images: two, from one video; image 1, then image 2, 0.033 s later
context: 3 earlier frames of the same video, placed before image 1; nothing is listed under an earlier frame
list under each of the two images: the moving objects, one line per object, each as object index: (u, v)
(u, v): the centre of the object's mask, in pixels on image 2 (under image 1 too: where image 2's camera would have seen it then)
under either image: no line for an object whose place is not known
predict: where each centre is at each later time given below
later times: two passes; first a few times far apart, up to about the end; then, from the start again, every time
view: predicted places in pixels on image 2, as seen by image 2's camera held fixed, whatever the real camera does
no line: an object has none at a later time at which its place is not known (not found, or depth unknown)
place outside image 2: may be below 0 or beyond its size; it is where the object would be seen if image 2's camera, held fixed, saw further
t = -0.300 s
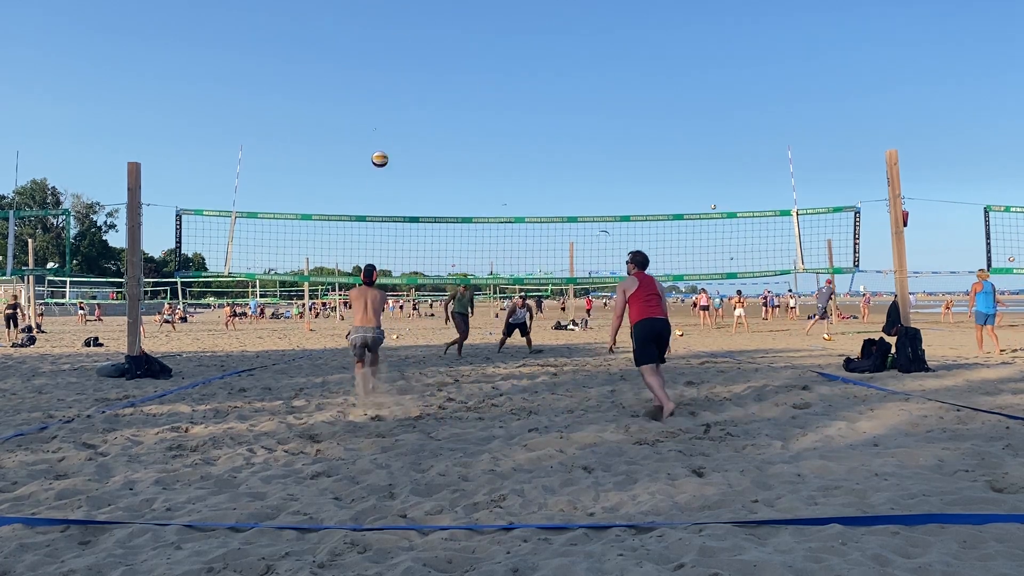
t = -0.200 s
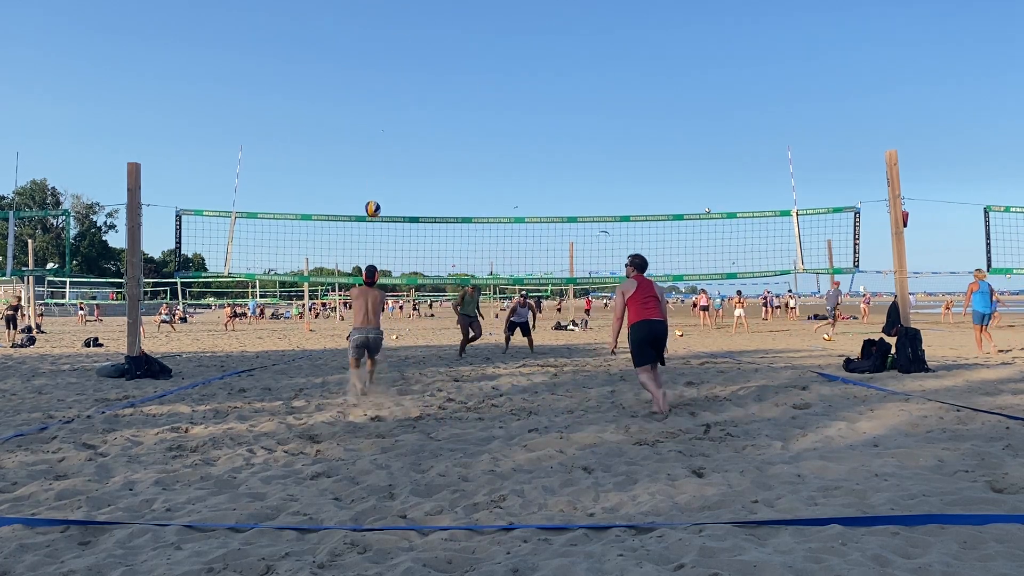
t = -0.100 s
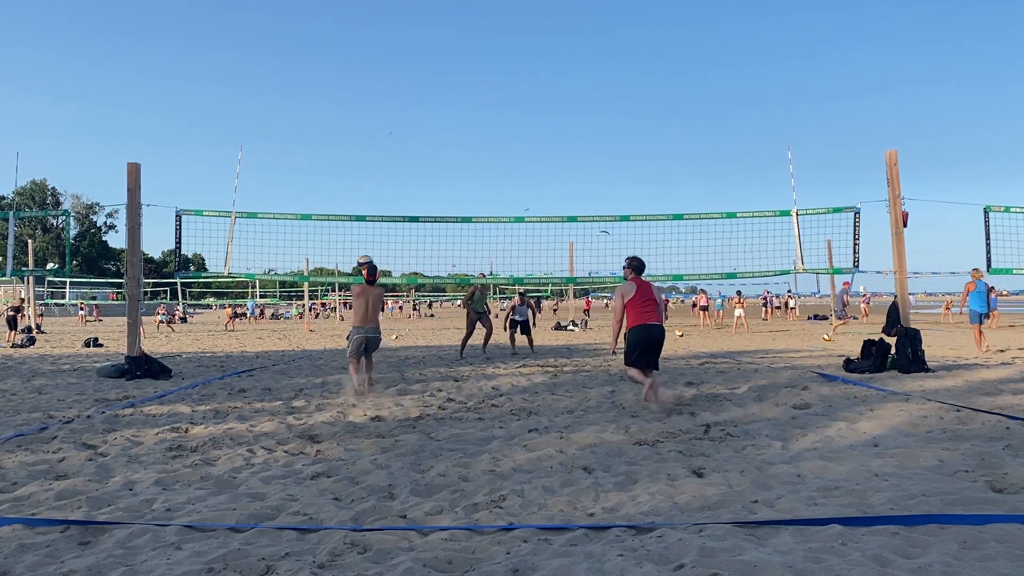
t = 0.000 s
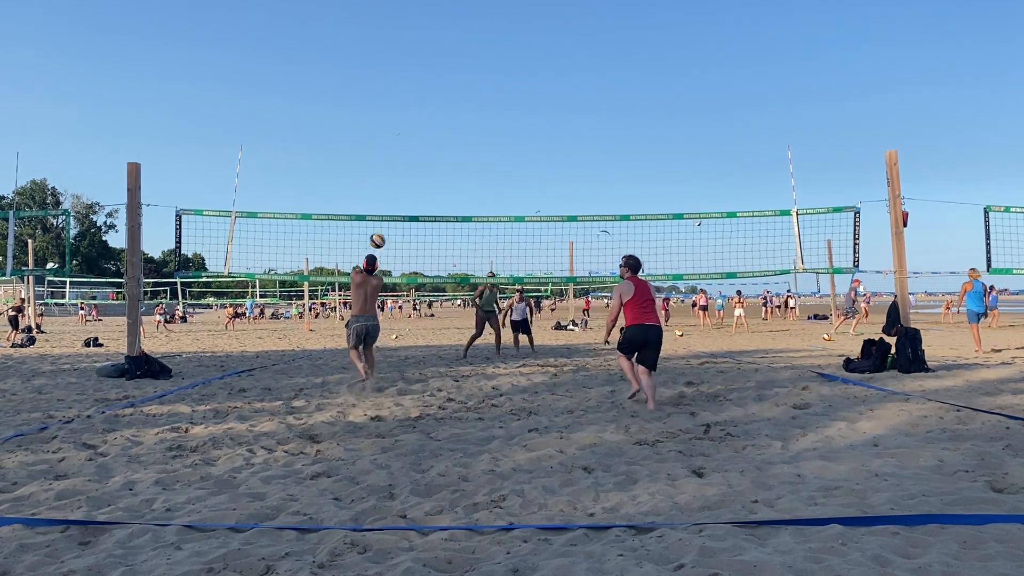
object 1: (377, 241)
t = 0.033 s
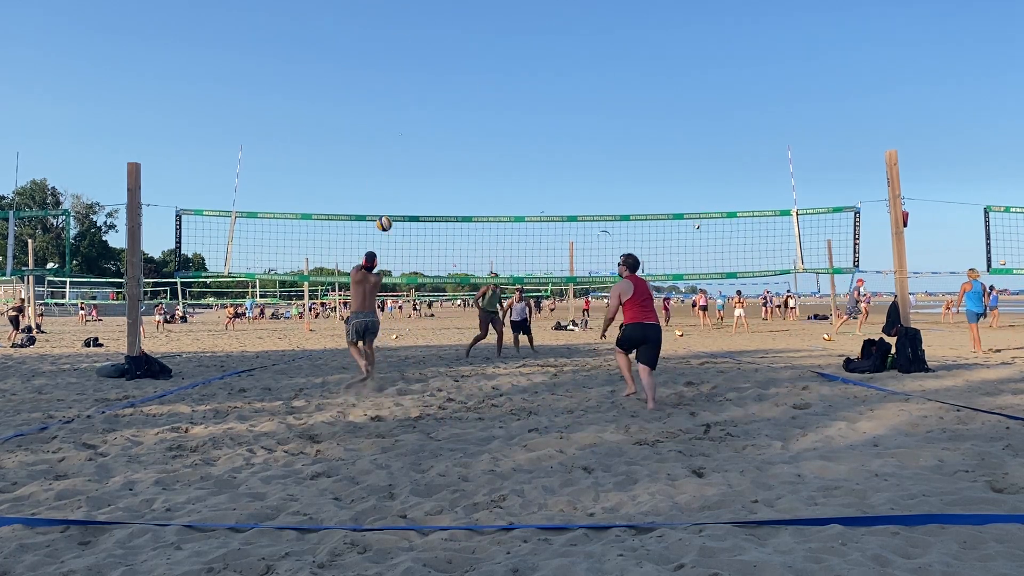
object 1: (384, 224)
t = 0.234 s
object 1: (424, 139)
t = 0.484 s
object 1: (472, 74)
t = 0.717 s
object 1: (518, 56)
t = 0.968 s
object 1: (567, 82)
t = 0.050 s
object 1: (387, 215)
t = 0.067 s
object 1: (391, 208)
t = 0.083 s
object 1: (394, 200)
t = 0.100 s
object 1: (398, 192)
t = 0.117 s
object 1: (401, 185)
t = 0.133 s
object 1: (404, 178)
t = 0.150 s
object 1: (408, 171)
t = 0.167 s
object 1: (411, 164)
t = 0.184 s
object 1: (414, 157)
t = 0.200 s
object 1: (418, 151)
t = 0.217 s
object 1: (421, 145)
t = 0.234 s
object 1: (424, 139)
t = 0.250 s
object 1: (427, 133)
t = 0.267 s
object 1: (430, 128)
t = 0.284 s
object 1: (434, 122)
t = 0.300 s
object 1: (437, 117)
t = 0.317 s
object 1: (440, 112)
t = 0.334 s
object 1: (443, 107)
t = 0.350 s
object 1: (446, 102)
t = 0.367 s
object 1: (449, 98)
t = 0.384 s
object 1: (453, 94)
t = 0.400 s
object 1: (456, 90)
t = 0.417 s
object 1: (459, 86)
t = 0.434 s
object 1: (463, 83)
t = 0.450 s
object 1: (466, 80)
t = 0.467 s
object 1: (469, 77)
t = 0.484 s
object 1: (472, 74)
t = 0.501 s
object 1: (476, 71)
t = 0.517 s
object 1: (479, 69)
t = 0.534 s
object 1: (482, 66)
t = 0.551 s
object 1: (485, 65)
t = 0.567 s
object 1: (488, 63)
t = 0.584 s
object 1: (492, 61)
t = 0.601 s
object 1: (495, 59)
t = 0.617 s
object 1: (499, 58)
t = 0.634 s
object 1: (502, 57)
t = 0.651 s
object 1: (505, 57)
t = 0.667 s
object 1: (508, 56)
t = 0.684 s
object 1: (512, 56)
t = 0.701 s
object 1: (515, 56)
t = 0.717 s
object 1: (518, 56)
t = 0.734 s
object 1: (521, 56)
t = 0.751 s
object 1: (525, 57)
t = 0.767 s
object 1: (528, 57)
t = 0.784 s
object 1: (531, 59)
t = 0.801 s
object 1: (534, 60)
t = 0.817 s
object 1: (538, 61)
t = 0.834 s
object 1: (541, 62)
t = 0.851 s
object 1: (544, 64)
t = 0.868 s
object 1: (547, 66)
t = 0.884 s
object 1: (551, 68)
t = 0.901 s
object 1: (554, 70)
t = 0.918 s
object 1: (557, 73)
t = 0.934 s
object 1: (560, 76)
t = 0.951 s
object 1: (563, 79)
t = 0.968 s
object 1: (567, 82)
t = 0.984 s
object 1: (570, 86)
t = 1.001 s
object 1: (573, 89)
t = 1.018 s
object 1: (576, 93)
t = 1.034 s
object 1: (580, 97)
